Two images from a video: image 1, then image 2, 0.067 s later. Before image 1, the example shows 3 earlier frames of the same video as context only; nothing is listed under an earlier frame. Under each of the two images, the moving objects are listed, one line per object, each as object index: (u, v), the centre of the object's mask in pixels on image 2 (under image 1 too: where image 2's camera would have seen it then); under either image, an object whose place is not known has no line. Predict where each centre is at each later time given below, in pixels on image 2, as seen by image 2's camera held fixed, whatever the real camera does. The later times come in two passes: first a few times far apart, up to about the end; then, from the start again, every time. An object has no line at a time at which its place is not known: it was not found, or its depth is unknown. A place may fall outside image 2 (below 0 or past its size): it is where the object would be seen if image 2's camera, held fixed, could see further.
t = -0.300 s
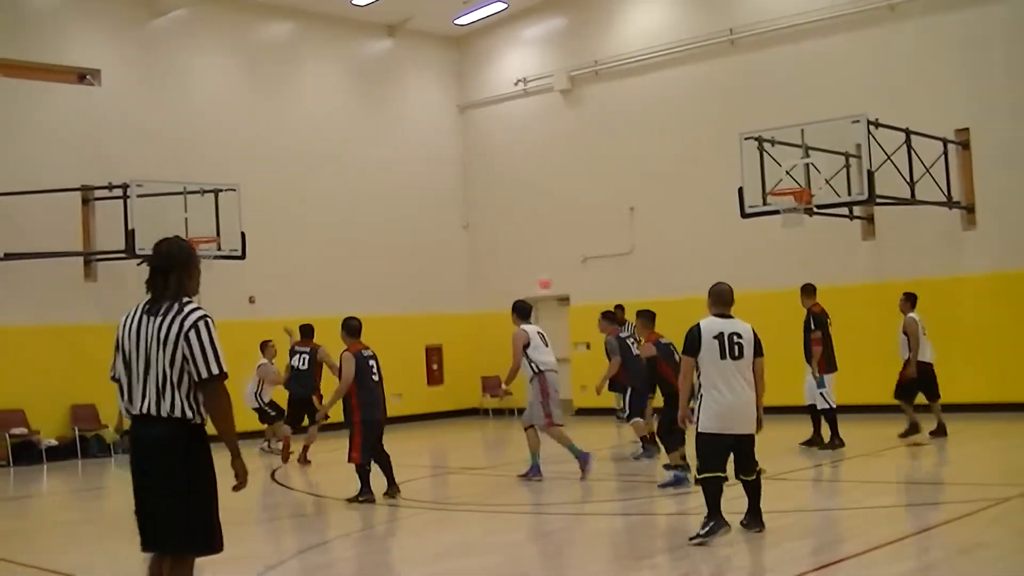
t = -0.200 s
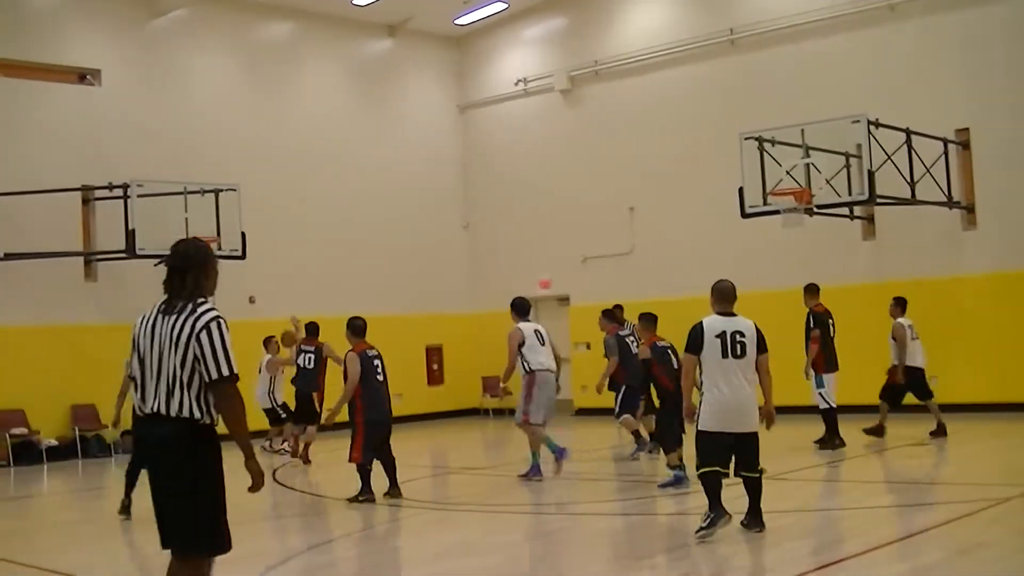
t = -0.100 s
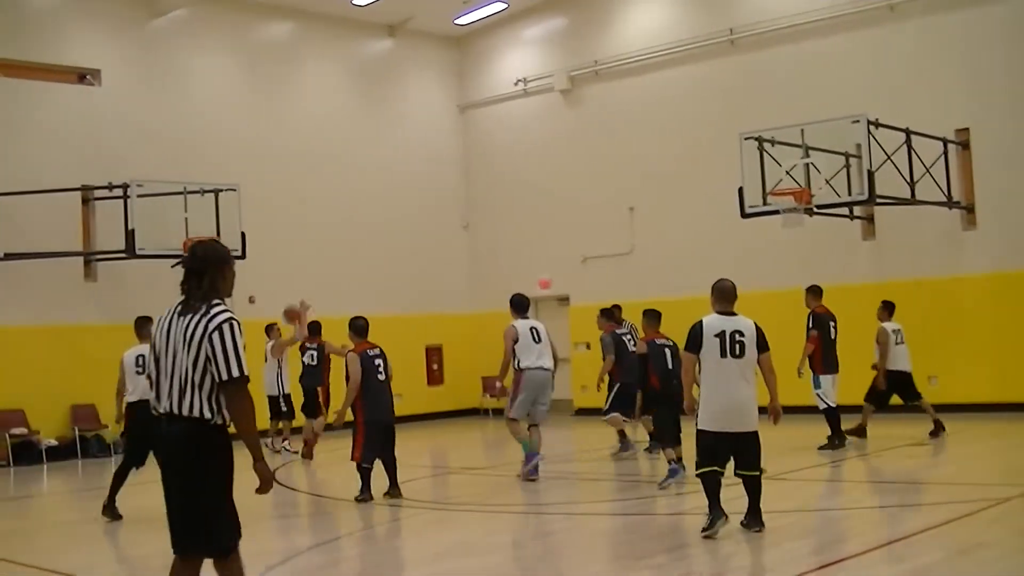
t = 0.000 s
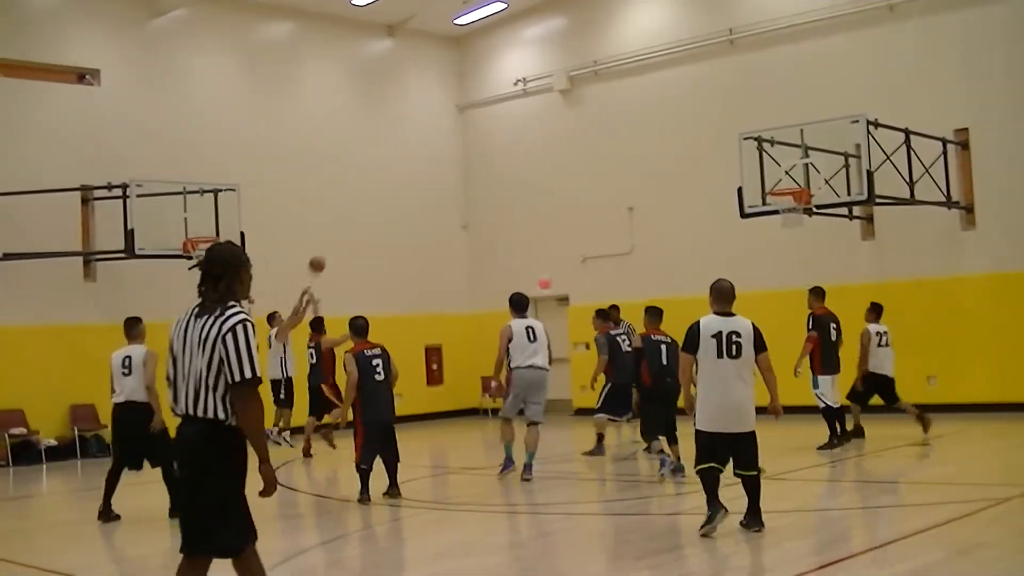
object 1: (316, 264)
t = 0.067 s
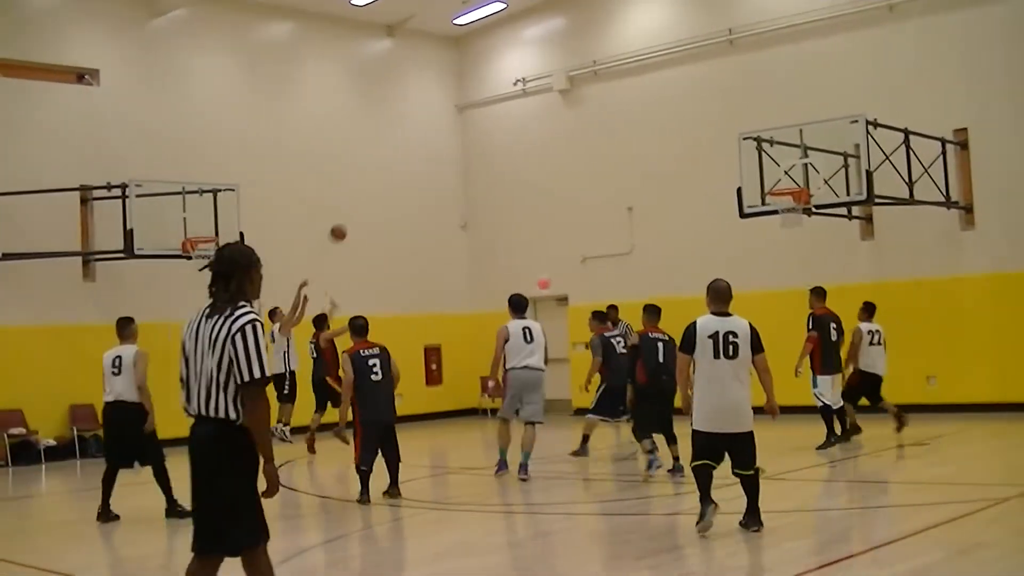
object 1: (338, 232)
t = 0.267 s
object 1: (406, 154)
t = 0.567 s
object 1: (512, 90)
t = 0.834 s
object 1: (610, 86)
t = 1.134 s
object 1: (728, 148)
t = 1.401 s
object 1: (781, 136)
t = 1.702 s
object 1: (808, 99)
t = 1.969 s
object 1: (835, 127)
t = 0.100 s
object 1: (350, 217)
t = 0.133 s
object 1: (360, 204)
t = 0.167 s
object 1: (372, 190)
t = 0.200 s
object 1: (383, 177)
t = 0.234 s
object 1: (394, 165)
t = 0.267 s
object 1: (406, 154)
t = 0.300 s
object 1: (418, 144)
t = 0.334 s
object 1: (429, 134)
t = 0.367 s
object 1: (441, 125)
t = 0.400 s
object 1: (453, 118)
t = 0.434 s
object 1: (465, 110)
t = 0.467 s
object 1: (477, 104)
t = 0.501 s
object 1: (489, 98)
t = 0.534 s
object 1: (500, 93)
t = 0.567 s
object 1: (512, 90)
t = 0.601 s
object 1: (524, 86)
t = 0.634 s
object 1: (537, 84)
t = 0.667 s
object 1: (549, 82)
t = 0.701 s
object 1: (561, 82)
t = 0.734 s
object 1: (573, 82)
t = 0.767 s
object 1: (585, 82)
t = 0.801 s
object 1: (598, 84)
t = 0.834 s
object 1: (610, 86)
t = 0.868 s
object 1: (623, 90)
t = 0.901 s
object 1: (636, 94)
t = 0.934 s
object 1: (649, 99)
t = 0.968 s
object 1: (662, 105)
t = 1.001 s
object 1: (675, 112)
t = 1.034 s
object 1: (688, 119)
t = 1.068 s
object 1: (701, 128)
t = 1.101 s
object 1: (715, 138)
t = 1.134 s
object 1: (728, 148)
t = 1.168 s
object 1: (741, 160)
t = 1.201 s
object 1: (755, 172)
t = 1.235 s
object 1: (767, 185)
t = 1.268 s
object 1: (770, 175)
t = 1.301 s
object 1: (774, 164)
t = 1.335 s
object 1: (776, 154)
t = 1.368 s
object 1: (779, 144)
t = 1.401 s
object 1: (781, 136)
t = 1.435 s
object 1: (784, 129)
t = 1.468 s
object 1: (787, 122)
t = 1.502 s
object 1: (790, 116)
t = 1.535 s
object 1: (793, 111)
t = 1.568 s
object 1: (796, 107)
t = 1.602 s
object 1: (799, 104)
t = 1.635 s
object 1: (802, 101)
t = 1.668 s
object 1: (805, 100)
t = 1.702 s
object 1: (808, 99)
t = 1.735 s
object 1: (812, 99)
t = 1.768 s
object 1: (815, 100)
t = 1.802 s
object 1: (818, 102)
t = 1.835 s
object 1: (821, 105)
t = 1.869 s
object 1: (825, 108)
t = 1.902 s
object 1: (828, 111)
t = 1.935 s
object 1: (832, 113)
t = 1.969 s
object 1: (835, 127)
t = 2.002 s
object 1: (839, 131)
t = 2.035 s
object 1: (843, 139)
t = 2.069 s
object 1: (846, 147)
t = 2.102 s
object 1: (851, 157)
